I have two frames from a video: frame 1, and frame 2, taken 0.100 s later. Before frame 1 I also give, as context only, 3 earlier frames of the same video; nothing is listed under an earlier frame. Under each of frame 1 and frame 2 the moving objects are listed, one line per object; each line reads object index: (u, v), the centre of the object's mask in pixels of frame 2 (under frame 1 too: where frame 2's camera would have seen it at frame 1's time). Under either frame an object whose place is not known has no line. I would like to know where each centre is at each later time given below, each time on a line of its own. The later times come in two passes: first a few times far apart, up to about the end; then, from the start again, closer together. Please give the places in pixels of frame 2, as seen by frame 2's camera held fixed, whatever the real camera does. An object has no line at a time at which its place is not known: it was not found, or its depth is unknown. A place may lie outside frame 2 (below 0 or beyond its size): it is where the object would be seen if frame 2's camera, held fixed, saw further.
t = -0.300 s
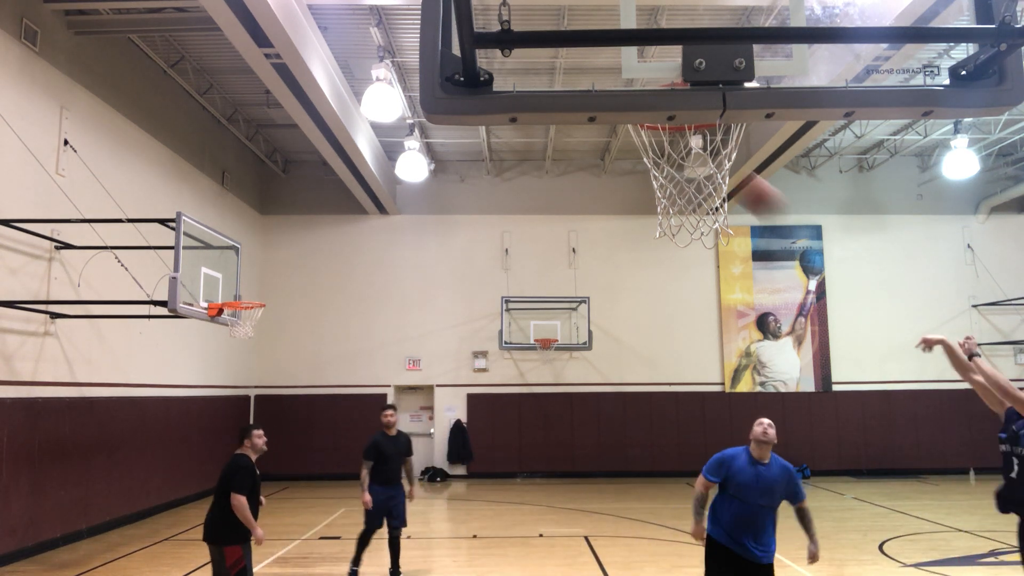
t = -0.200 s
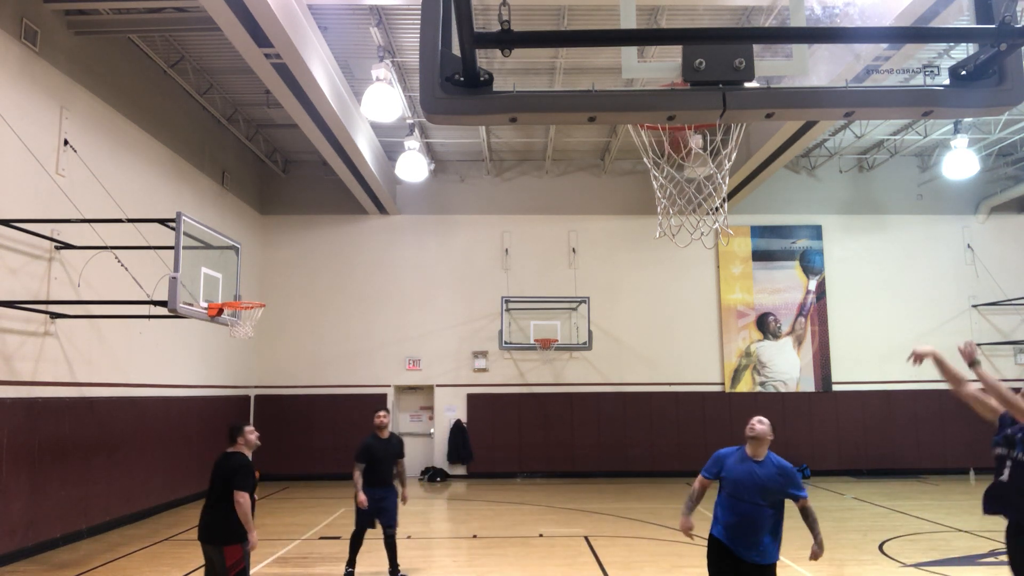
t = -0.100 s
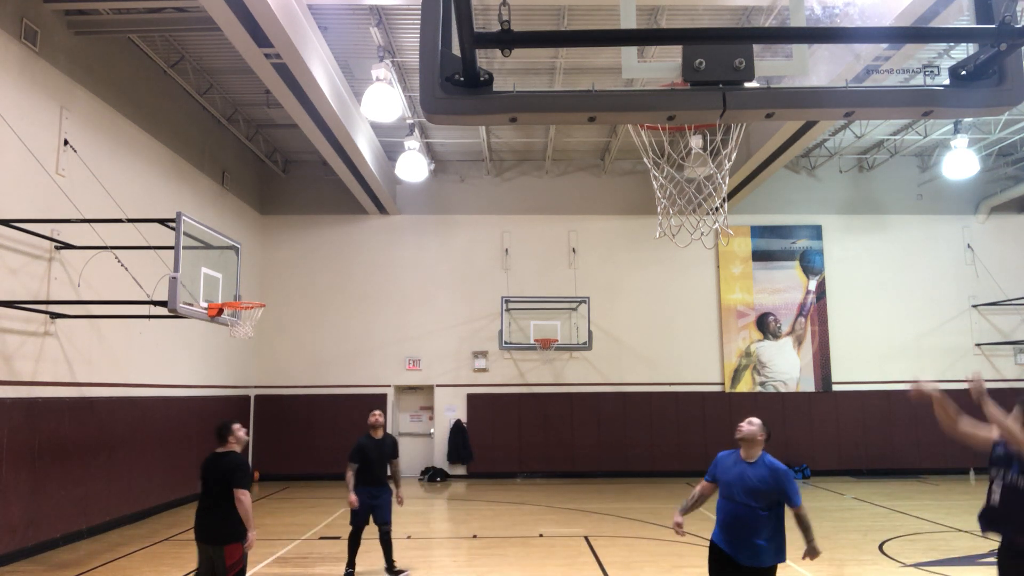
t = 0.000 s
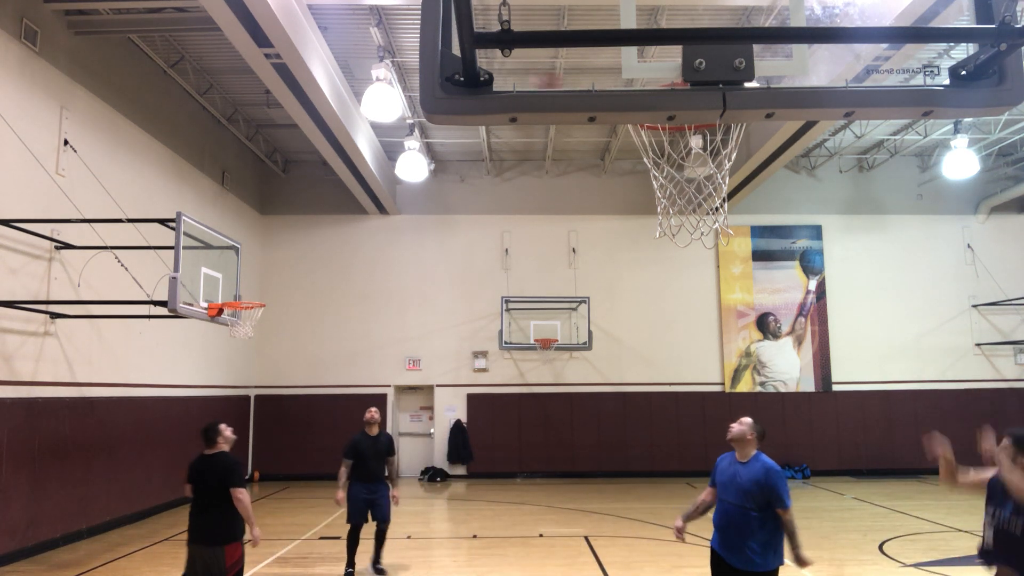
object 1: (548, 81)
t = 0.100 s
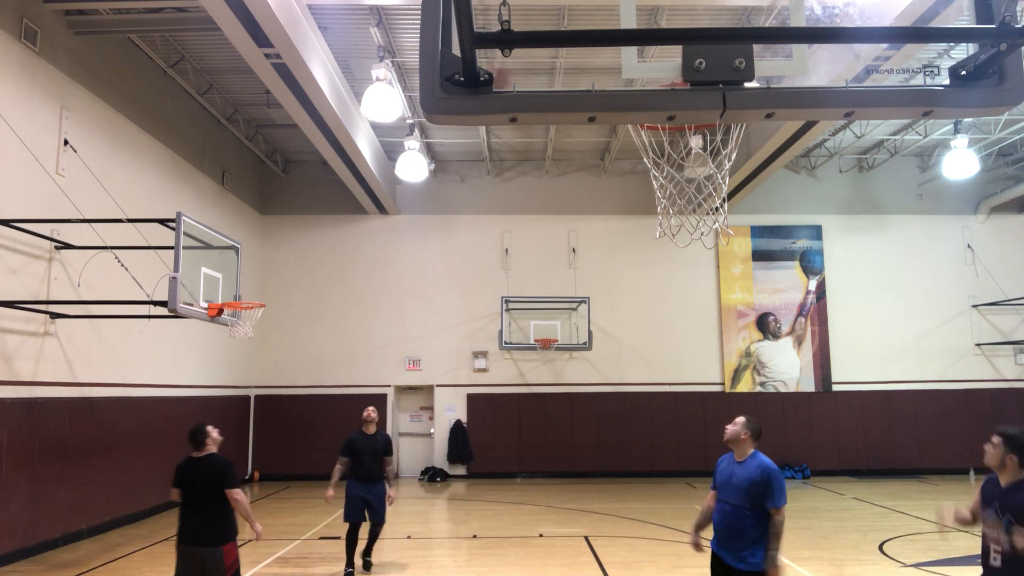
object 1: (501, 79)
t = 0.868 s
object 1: (236, 289)
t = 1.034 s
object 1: (221, 243)
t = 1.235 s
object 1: (245, 217)
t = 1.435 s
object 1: (268, 224)
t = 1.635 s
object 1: (289, 258)
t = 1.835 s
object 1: (309, 322)
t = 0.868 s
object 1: (236, 289)
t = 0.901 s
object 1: (232, 284)
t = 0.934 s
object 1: (228, 271)
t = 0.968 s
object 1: (227, 261)
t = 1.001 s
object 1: (224, 252)
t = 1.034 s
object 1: (221, 243)
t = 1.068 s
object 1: (224, 235)
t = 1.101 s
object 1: (228, 230)
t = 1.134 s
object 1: (232, 226)
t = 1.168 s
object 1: (237, 222)
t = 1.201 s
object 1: (240, 219)
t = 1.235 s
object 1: (245, 217)
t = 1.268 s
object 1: (249, 216)
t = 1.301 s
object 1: (253, 216)
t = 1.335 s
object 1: (257, 216)
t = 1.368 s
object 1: (260, 218)
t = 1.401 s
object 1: (264, 220)
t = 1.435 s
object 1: (268, 224)
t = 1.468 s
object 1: (271, 227)
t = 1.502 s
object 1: (275, 231)
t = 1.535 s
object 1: (279, 237)
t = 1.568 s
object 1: (282, 243)
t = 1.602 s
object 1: (285, 250)
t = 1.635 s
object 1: (289, 258)
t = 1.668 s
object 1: (292, 267)
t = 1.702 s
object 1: (296, 276)
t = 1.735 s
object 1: (299, 287)
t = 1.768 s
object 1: (302, 298)
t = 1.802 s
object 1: (306, 309)
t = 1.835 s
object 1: (309, 322)
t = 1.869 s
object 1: (313, 336)
